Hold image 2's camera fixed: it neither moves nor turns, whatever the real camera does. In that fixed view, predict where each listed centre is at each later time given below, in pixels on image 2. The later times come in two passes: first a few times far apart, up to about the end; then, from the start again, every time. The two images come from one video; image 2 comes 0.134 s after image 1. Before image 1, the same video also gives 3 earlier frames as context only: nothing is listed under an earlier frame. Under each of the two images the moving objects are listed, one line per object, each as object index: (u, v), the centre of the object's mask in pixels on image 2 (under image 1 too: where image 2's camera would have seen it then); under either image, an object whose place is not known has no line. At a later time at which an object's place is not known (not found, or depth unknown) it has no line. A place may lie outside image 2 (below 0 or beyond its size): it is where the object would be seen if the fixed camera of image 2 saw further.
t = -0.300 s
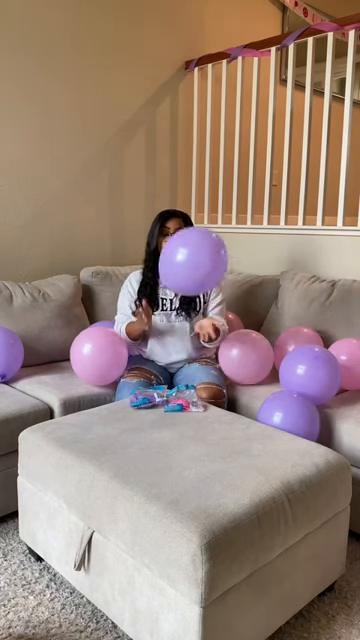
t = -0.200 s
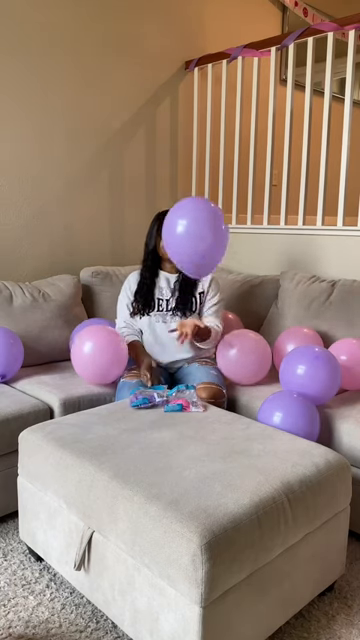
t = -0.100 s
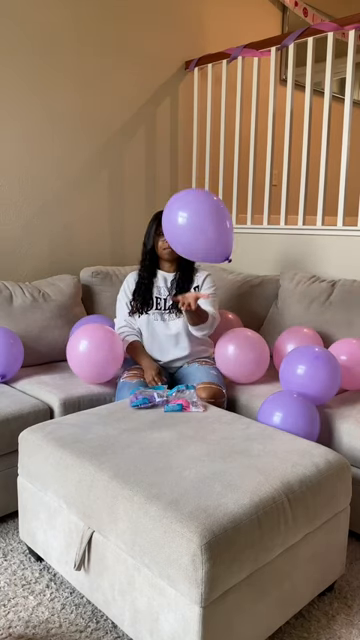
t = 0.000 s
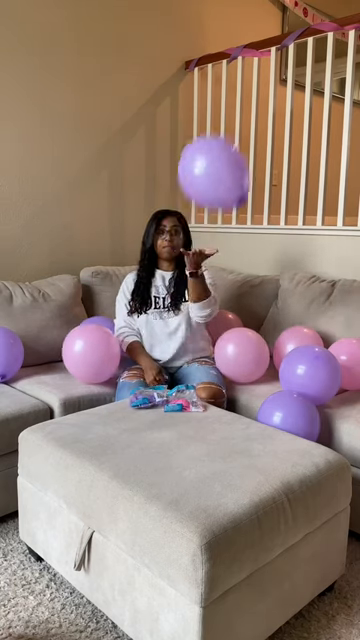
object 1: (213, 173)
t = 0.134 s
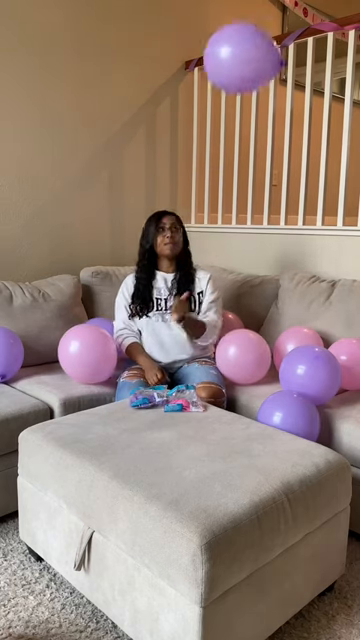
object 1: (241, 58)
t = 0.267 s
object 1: (250, 27)
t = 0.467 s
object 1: (262, 30)
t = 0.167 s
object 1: (244, 44)
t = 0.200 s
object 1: (245, 34)
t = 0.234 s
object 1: (247, 30)
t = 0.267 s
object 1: (250, 27)
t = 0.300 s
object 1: (251, 27)
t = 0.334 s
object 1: (253, 26)
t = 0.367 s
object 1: (255, 26)
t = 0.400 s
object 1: (257, 27)
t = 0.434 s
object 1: (260, 28)
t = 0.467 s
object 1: (262, 30)
